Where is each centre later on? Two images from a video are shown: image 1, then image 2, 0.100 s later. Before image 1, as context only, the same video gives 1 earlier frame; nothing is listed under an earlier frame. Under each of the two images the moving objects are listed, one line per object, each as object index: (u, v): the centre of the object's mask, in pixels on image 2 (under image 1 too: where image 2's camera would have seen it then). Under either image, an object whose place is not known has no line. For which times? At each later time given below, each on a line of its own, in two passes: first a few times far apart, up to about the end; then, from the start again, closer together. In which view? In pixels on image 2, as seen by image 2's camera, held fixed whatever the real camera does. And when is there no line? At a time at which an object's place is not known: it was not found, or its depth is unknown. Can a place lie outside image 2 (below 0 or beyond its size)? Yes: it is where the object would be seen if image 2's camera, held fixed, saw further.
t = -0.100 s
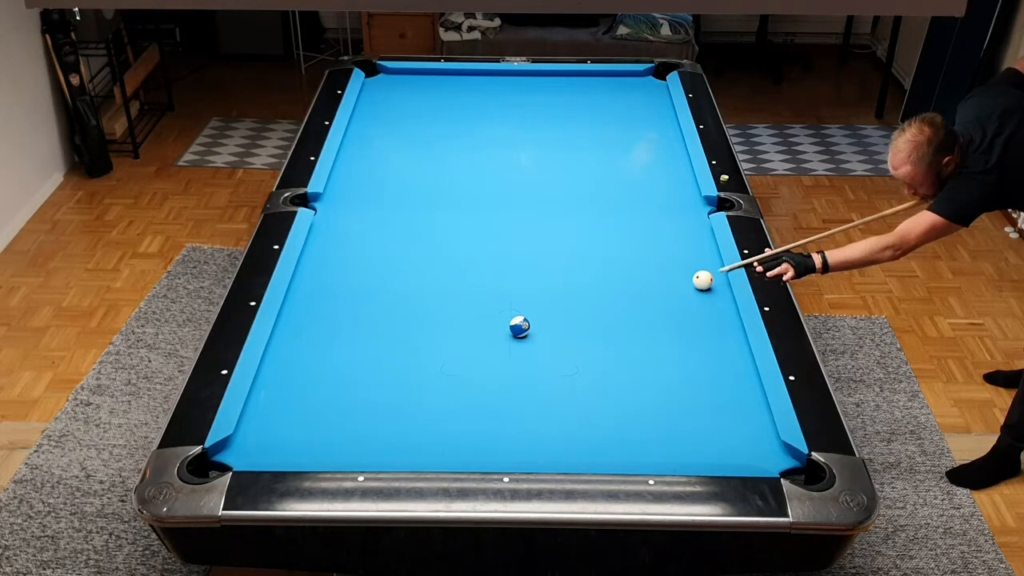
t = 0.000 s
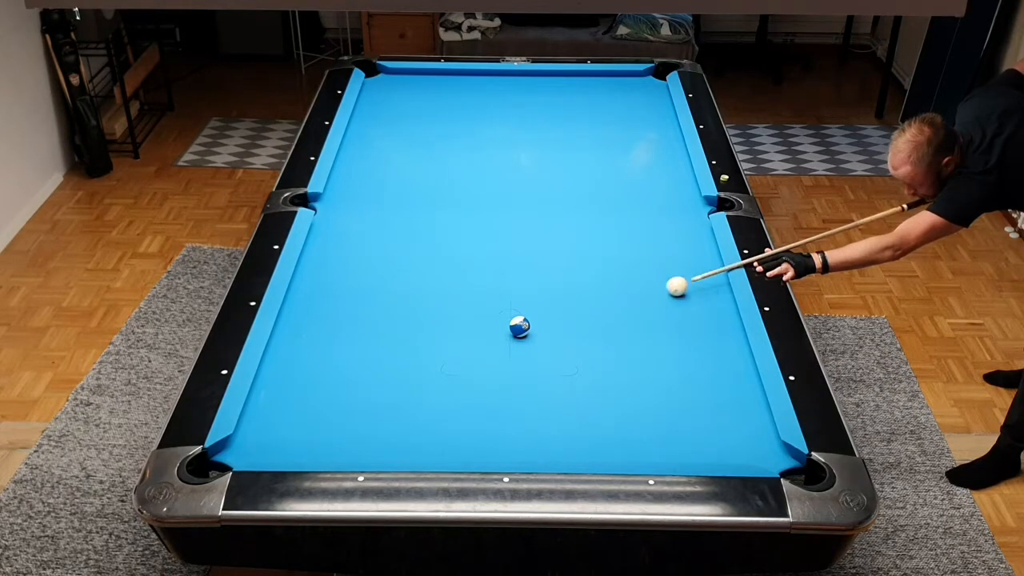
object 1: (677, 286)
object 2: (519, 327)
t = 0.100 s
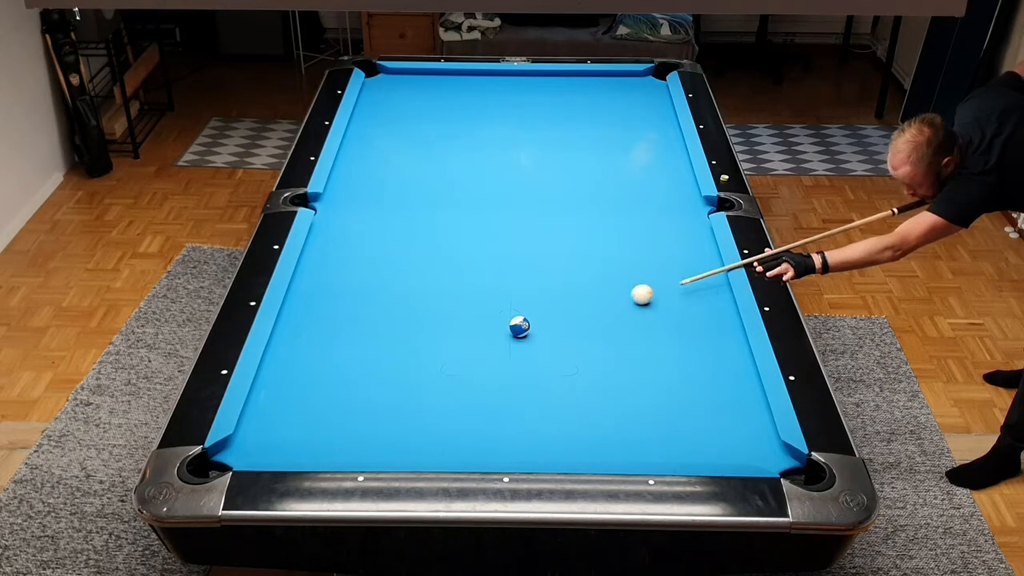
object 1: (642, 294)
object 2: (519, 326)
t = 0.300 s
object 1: (571, 311)
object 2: (519, 326)
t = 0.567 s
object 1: (520, 317)
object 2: (475, 344)
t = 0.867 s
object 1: (485, 315)
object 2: (409, 370)
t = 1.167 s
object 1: (454, 313)
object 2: (340, 397)
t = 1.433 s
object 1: (427, 312)
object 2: (277, 422)
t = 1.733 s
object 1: (401, 310)
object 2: (259, 446)
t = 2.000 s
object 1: (379, 309)
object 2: (281, 446)
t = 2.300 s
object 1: (358, 308)
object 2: (304, 432)
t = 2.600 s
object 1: (340, 306)
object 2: (324, 421)
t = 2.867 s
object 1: (325, 305)
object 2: (339, 412)
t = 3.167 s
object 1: (312, 304)
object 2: (354, 403)
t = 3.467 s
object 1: (301, 304)
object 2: (367, 397)
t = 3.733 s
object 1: (294, 303)
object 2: (375, 392)
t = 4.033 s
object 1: (295, 303)
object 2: (384, 387)
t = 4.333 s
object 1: (296, 303)
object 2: (389, 384)
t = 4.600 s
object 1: (296, 303)
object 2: (393, 383)
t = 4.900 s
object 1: (296, 303)
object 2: (395, 382)
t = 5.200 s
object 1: (296, 303)
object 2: (396, 382)
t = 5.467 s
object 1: (296, 303)
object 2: (396, 382)
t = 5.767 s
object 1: (296, 303)
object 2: (396, 382)
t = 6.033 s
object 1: (296, 303)
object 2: (396, 382)
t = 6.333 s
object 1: (296, 303)
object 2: (396, 382)
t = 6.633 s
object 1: (296, 303)
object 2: (395, 382)
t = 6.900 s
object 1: (296, 303)
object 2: (395, 382)
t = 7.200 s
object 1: (296, 303)
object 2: (395, 382)
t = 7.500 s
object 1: (296, 303)
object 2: (395, 382)
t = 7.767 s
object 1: (296, 303)
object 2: (395, 382)
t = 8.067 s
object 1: (296, 303)
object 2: (395, 382)
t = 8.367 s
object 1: (296, 303)
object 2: (395, 382)
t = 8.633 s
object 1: (296, 303)
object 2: (396, 382)
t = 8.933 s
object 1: (296, 303)
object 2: (396, 382)
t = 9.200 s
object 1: (296, 303)
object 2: (395, 381)
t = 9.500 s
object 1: (296, 303)
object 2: (396, 381)
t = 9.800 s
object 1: (296, 303)
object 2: (396, 382)
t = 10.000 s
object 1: (296, 303)
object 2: (396, 382)
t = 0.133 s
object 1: (630, 297)
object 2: (519, 326)
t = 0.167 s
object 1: (619, 300)
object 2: (519, 326)
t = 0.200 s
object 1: (607, 303)
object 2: (519, 326)
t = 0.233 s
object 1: (594, 306)
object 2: (520, 326)
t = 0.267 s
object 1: (583, 309)
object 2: (519, 326)
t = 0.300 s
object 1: (571, 311)
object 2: (519, 326)
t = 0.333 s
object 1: (559, 314)
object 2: (519, 326)
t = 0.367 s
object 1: (546, 317)
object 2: (519, 326)
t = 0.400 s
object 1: (536, 320)
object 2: (517, 327)
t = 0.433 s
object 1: (534, 319)
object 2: (507, 331)
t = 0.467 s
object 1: (531, 318)
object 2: (498, 335)
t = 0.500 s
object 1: (528, 318)
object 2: (489, 338)
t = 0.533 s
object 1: (524, 317)
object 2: (482, 342)
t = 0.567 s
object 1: (520, 317)
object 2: (475, 344)
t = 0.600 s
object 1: (516, 317)
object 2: (468, 347)
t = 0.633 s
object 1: (512, 317)
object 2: (460, 350)
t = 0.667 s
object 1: (508, 316)
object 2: (453, 353)
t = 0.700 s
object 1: (504, 316)
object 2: (446, 355)
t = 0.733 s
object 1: (500, 316)
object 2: (438, 358)
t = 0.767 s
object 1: (496, 316)
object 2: (431, 361)
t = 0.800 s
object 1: (493, 315)
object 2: (424, 365)
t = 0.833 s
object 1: (489, 315)
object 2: (417, 367)
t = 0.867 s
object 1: (485, 315)
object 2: (409, 370)
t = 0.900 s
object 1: (482, 315)
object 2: (401, 373)
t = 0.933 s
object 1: (478, 315)
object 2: (393, 376)
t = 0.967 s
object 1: (474, 314)
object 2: (386, 379)
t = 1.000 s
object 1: (471, 314)
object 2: (378, 382)
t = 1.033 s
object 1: (467, 314)
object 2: (370, 385)
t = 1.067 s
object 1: (464, 314)
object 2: (363, 388)
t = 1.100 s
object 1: (460, 313)
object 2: (356, 391)
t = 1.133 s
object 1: (457, 313)
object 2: (348, 394)
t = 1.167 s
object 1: (454, 313)
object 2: (340, 397)
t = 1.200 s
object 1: (450, 313)
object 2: (331, 401)
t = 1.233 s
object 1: (447, 313)
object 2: (324, 403)
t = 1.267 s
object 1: (444, 313)
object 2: (316, 406)
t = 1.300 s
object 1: (440, 312)
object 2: (308, 409)
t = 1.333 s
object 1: (437, 312)
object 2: (300, 412)
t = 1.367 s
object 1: (434, 312)
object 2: (293, 416)
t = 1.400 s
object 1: (431, 312)
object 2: (285, 419)
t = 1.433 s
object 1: (427, 312)
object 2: (277, 422)
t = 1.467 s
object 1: (424, 312)
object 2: (268, 425)
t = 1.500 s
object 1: (421, 312)
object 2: (260, 428)
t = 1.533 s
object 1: (418, 312)
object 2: (252, 432)
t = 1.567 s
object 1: (415, 311)
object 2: (245, 435)
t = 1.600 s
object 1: (413, 311)
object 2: (248, 437)
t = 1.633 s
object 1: (410, 311)
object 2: (251, 439)
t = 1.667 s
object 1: (407, 311)
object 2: (254, 441)
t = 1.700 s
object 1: (404, 311)
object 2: (257, 444)
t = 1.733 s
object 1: (401, 310)
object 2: (259, 446)
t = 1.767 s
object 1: (398, 310)
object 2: (261, 447)
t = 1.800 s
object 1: (396, 310)
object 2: (264, 448)
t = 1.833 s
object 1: (393, 310)
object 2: (267, 450)
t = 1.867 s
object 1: (390, 310)
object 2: (270, 450)
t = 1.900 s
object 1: (387, 310)
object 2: (273, 449)
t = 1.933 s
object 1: (385, 310)
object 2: (275, 448)
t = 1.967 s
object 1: (382, 309)
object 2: (278, 447)
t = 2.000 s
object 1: (379, 309)
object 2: (281, 446)
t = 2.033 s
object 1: (377, 309)
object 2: (283, 445)
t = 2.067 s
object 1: (375, 309)
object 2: (286, 443)
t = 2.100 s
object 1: (372, 309)
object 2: (289, 441)
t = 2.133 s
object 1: (370, 309)
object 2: (291, 440)
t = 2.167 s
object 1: (367, 309)
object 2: (294, 438)
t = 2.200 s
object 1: (365, 308)
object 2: (296, 437)
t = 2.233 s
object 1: (363, 308)
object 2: (299, 435)
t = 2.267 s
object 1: (361, 308)
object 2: (302, 433)
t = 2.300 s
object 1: (358, 308)
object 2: (304, 432)
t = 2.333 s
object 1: (356, 308)
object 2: (306, 431)
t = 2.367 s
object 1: (354, 307)
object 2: (309, 429)
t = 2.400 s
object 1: (352, 307)
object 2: (311, 428)
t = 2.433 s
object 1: (350, 307)
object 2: (314, 427)
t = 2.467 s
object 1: (348, 307)
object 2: (316, 426)
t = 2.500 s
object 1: (346, 307)
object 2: (318, 425)
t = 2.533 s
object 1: (344, 307)
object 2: (320, 423)
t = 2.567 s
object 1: (342, 307)
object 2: (322, 422)
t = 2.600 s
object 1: (340, 306)
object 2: (324, 421)
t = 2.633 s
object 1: (338, 306)
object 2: (326, 420)
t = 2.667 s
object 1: (336, 306)
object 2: (328, 419)
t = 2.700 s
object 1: (334, 306)
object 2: (330, 418)
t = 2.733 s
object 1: (332, 306)
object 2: (331, 416)
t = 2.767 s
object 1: (330, 306)
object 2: (333, 415)
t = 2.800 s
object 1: (329, 306)
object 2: (335, 414)
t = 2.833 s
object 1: (327, 306)
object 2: (337, 413)
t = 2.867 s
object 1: (325, 305)
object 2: (339, 412)
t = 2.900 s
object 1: (324, 305)
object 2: (341, 411)
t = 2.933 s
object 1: (322, 305)
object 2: (343, 410)
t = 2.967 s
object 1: (321, 305)
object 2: (344, 409)
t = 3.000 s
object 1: (319, 305)
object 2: (346, 408)
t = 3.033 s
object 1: (318, 305)
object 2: (348, 407)
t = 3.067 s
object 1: (316, 305)
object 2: (349, 406)
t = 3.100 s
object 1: (315, 304)
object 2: (351, 405)
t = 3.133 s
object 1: (313, 304)
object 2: (352, 404)
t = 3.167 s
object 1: (312, 304)
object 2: (354, 403)
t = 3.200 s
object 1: (311, 305)
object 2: (355, 403)
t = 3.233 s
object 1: (309, 304)
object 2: (357, 402)
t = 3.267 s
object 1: (308, 304)
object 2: (359, 401)
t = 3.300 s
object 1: (307, 304)
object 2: (360, 400)
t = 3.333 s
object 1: (306, 304)
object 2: (361, 400)
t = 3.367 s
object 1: (305, 304)
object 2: (363, 399)
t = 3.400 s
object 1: (303, 304)
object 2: (364, 398)
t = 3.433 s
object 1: (302, 304)
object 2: (365, 398)
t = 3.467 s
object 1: (301, 304)
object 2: (367, 397)
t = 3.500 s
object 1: (300, 303)
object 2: (368, 396)
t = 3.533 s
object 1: (299, 304)
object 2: (369, 396)
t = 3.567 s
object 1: (298, 303)
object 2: (370, 395)
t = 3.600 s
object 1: (297, 303)
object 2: (371, 394)
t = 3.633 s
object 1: (296, 303)
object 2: (372, 393)
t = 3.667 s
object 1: (295, 303)
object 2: (373, 393)
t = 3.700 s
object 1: (294, 303)
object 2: (374, 392)
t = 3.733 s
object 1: (294, 303)
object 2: (375, 392)
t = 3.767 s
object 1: (292, 303)
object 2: (376, 391)
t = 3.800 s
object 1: (293, 303)
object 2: (377, 391)
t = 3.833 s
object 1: (293, 303)
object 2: (378, 391)
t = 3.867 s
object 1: (293, 303)
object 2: (379, 390)
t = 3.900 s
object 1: (294, 303)
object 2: (380, 389)
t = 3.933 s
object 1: (294, 303)
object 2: (381, 389)
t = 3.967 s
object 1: (294, 303)
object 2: (382, 389)
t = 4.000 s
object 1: (295, 303)
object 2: (383, 388)
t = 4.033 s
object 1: (295, 303)
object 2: (384, 387)
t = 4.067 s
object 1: (295, 303)
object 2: (385, 387)
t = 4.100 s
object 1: (295, 303)
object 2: (385, 387)
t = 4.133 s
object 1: (296, 303)
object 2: (386, 386)
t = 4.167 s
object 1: (296, 303)
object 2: (386, 386)
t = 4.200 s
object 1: (296, 303)
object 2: (387, 386)
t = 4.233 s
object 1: (296, 303)
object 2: (388, 386)
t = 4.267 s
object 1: (296, 303)
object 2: (388, 385)
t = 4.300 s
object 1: (296, 303)
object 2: (389, 385)
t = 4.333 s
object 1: (296, 303)
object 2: (389, 384)
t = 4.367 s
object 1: (297, 303)
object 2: (390, 384)
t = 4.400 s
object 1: (296, 303)
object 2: (391, 384)
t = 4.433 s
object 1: (296, 303)
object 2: (391, 384)
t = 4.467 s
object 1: (296, 303)
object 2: (391, 384)
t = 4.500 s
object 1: (296, 303)
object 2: (392, 384)
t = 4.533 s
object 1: (297, 303)
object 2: (392, 383)
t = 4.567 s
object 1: (297, 303)
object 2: (393, 383)
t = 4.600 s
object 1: (296, 303)
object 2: (393, 383)
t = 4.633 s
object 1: (296, 303)
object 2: (393, 383)
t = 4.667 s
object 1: (296, 303)
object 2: (394, 383)
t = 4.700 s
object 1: (296, 303)
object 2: (394, 383)
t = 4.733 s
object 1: (296, 303)
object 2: (394, 383)
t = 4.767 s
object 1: (296, 303)
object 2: (395, 382)
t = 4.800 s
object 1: (296, 303)
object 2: (395, 382)
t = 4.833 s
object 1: (297, 303)
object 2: (395, 382)
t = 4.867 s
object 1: (296, 303)
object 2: (395, 382)
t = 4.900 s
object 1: (296, 303)
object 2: (395, 382)
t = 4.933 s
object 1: (297, 303)
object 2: (395, 382)
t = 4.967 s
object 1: (297, 303)
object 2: (396, 382)
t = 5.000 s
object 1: (296, 303)
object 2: (396, 382)
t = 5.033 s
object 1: (296, 303)
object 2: (396, 382)
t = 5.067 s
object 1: (296, 303)
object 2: (396, 382)
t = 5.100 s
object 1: (296, 303)
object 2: (396, 382)
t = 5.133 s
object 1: (296, 303)
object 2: (396, 382)
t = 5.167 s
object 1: (296, 303)
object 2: (396, 382)
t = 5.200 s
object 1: (296, 303)
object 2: (396, 382)
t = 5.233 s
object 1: (296, 303)
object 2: (396, 382)
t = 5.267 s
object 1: (297, 303)
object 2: (396, 382)
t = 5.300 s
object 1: (296, 303)
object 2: (396, 382)
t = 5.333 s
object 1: (296, 303)
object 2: (396, 382)
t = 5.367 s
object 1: (296, 303)
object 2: (396, 382)
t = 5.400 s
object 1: (296, 303)
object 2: (396, 382)
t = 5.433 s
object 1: (296, 303)
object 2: (396, 382)
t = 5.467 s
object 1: (296, 303)
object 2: (396, 382)
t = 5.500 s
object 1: (296, 303)
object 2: (396, 382)
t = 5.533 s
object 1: (296, 303)
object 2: (396, 382)
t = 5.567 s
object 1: (296, 303)
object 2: (396, 382)
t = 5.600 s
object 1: (296, 303)
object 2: (396, 382)
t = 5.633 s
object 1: (296, 303)
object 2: (396, 382)
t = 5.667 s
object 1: (296, 303)
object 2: (396, 382)
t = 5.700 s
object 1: (296, 303)
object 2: (396, 382)
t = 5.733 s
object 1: (296, 303)
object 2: (396, 382)
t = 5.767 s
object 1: (296, 303)
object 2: (396, 382)
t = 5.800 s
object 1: (296, 303)
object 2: (396, 382)
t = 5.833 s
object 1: (296, 303)
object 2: (396, 382)
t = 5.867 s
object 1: (296, 303)
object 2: (396, 382)
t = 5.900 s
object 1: (296, 303)
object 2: (396, 382)
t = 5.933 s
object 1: (296, 303)
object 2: (396, 382)
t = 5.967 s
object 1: (296, 303)
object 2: (396, 382)
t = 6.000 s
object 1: (296, 303)
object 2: (396, 382)
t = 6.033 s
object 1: (296, 303)
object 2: (396, 382)
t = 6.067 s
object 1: (296, 303)
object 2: (396, 382)
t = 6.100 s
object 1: (296, 303)
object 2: (396, 382)
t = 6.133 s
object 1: (296, 303)
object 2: (396, 382)
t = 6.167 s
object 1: (296, 303)
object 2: (396, 382)
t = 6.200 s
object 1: (296, 303)
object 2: (396, 382)
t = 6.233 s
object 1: (296, 303)
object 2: (396, 382)
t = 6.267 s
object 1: (296, 303)
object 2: (396, 382)
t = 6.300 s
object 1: (296, 303)
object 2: (396, 382)
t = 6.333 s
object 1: (296, 303)
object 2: (396, 382)
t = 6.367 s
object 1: (296, 303)
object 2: (396, 382)
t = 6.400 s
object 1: (296, 303)
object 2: (396, 382)
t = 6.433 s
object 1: (296, 303)
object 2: (396, 382)
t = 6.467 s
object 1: (296, 303)
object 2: (396, 382)
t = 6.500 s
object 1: (296, 303)
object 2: (396, 382)
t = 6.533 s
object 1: (296, 303)
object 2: (396, 382)
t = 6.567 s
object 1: (296, 303)
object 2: (396, 382)
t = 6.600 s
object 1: (296, 303)
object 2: (395, 382)
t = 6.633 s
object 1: (296, 303)
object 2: (395, 382)
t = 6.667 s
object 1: (296, 303)
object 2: (396, 382)
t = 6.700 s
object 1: (296, 303)
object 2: (395, 382)
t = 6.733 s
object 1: (296, 303)
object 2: (396, 382)
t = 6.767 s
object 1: (296, 303)
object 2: (396, 382)
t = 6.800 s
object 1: (296, 303)
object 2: (395, 382)
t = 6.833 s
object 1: (296, 303)
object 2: (396, 382)
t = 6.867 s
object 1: (296, 303)
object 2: (395, 382)
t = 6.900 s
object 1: (296, 303)
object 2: (395, 382)
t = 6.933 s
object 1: (296, 303)
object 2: (395, 382)
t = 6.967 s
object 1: (296, 303)
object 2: (395, 382)
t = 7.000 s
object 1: (296, 303)
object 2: (396, 382)
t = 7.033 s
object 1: (296, 303)
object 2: (396, 382)
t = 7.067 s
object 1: (296, 303)
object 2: (396, 382)
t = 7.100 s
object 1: (296, 303)
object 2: (395, 382)
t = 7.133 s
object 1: (296, 303)
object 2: (395, 382)
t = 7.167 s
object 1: (296, 303)
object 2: (395, 382)
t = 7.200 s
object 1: (296, 303)
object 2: (395, 382)
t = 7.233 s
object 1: (296, 303)
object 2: (395, 382)
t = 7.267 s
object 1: (296, 303)
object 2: (395, 382)
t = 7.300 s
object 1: (296, 303)
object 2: (395, 382)
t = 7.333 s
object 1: (296, 303)
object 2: (395, 382)
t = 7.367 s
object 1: (296, 303)
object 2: (395, 382)
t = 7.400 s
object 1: (296, 303)
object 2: (395, 382)
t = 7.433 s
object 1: (296, 303)
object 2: (395, 382)
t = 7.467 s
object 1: (296, 303)
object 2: (395, 382)
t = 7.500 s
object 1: (296, 303)
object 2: (395, 382)
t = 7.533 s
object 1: (296, 303)
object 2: (395, 382)
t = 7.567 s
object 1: (296, 303)
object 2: (395, 382)
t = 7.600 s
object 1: (296, 303)
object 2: (395, 382)
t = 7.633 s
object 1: (296, 303)
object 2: (395, 382)
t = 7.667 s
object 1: (296, 303)
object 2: (395, 382)
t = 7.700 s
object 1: (296, 303)
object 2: (395, 382)
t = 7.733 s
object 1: (296, 303)
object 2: (395, 382)
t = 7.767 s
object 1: (296, 303)
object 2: (395, 382)
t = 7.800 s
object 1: (296, 303)
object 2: (395, 382)
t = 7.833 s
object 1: (296, 303)
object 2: (395, 382)
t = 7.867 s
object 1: (296, 303)
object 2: (395, 382)
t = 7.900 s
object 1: (296, 303)
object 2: (395, 382)
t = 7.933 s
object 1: (296, 303)
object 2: (395, 382)
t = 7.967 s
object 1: (296, 303)
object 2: (395, 382)
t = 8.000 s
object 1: (296, 303)
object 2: (395, 382)
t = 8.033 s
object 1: (296, 303)
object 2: (395, 382)
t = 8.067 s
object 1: (296, 303)
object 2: (395, 382)
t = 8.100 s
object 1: (296, 303)
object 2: (395, 382)
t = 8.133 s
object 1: (296, 303)
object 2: (395, 382)
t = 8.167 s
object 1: (296, 303)
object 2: (395, 382)
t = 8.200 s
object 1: (296, 303)
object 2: (395, 382)
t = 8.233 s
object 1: (296, 303)
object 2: (396, 382)
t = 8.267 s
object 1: (296, 303)
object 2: (396, 382)
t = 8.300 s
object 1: (296, 303)
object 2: (395, 382)
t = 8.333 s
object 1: (296, 303)
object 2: (395, 382)
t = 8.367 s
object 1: (296, 303)
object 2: (395, 382)
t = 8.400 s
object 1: (296, 303)
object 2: (395, 382)
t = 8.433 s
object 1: (296, 303)
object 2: (395, 382)
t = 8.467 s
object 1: (296, 303)
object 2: (396, 381)
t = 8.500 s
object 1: (296, 303)
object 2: (396, 382)
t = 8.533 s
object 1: (296, 303)
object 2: (396, 381)
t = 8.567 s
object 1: (296, 303)
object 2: (396, 382)
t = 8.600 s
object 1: (296, 303)
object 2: (396, 382)
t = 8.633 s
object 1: (296, 303)
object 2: (396, 382)
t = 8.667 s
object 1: (296, 303)
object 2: (395, 382)
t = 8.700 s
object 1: (296, 303)
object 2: (395, 381)
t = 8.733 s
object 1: (296, 303)
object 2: (395, 382)
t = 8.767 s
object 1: (296, 303)
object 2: (395, 382)
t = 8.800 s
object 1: (296, 303)
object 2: (395, 382)
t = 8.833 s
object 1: (296, 303)
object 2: (395, 381)
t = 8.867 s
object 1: (296, 303)
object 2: (396, 382)
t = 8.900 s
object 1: (296, 303)
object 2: (396, 381)
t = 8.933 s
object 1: (296, 303)
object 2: (396, 382)
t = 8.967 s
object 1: (296, 303)
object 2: (395, 382)
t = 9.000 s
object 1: (296, 303)
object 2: (395, 382)
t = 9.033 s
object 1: (296, 303)
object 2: (395, 382)
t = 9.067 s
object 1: (296, 303)
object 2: (395, 382)
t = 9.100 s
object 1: (296, 303)
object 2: (395, 381)
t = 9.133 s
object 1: (296, 303)
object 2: (395, 381)
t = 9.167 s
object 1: (296, 303)
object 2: (395, 382)
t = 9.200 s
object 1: (296, 303)
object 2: (395, 381)
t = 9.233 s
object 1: (296, 303)
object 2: (396, 382)
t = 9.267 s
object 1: (296, 303)
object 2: (395, 382)
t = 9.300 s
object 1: (296, 303)
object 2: (395, 381)
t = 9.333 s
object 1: (296, 303)
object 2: (396, 382)
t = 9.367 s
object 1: (296, 303)
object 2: (396, 382)
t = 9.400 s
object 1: (296, 303)
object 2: (395, 381)
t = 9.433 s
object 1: (296, 303)
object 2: (396, 381)
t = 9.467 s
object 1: (296, 303)
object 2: (396, 382)
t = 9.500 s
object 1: (296, 303)
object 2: (396, 381)
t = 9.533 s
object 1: (296, 303)
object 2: (396, 381)
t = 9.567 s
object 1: (296, 303)
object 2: (396, 382)
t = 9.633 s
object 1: (296, 303)
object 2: (396, 382)
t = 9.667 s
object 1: (296, 303)
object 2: (396, 382)
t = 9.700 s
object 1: (296, 303)
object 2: (396, 381)
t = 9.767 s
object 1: (296, 303)
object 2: (396, 381)
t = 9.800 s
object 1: (296, 303)
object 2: (396, 382)
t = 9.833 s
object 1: (296, 303)
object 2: (396, 381)
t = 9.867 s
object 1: (296, 303)
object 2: (396, 382)
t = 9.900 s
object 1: (296, 303)
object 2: (396, 382)
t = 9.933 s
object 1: (296, 303)
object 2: (396, 382)
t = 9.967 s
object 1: (296, 303)
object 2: (396, 382)
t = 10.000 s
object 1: (296, 303)
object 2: (396, 382)
